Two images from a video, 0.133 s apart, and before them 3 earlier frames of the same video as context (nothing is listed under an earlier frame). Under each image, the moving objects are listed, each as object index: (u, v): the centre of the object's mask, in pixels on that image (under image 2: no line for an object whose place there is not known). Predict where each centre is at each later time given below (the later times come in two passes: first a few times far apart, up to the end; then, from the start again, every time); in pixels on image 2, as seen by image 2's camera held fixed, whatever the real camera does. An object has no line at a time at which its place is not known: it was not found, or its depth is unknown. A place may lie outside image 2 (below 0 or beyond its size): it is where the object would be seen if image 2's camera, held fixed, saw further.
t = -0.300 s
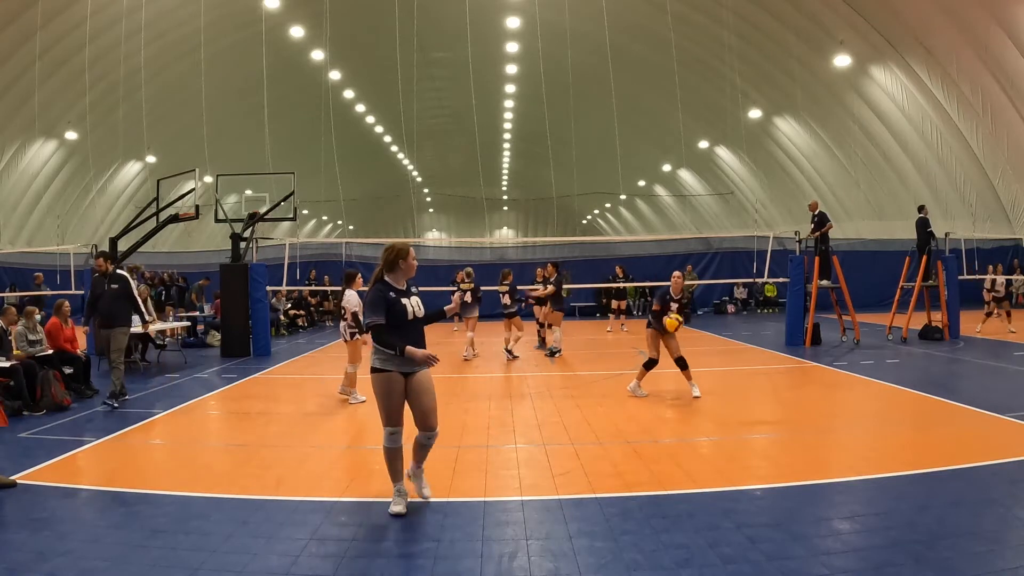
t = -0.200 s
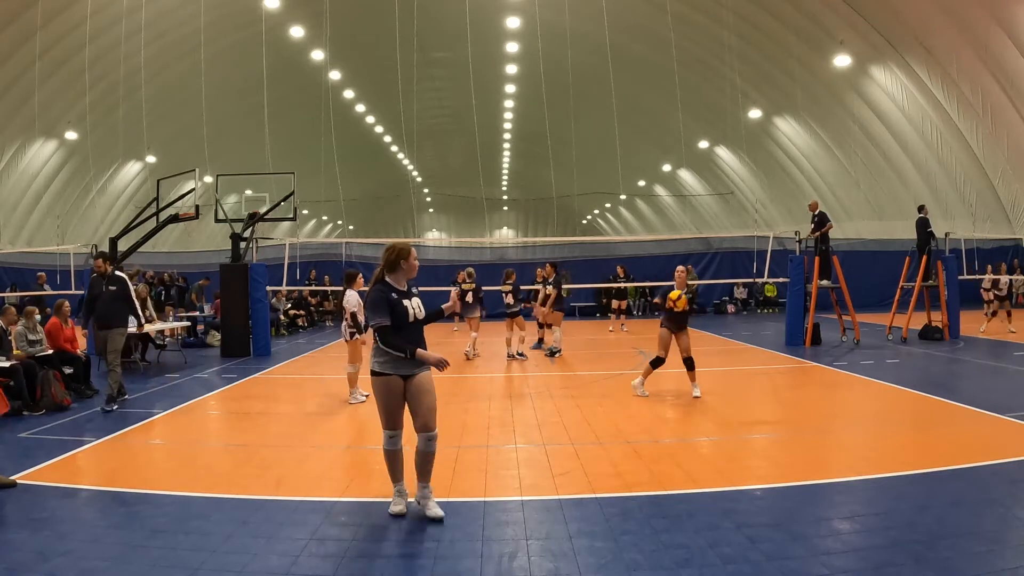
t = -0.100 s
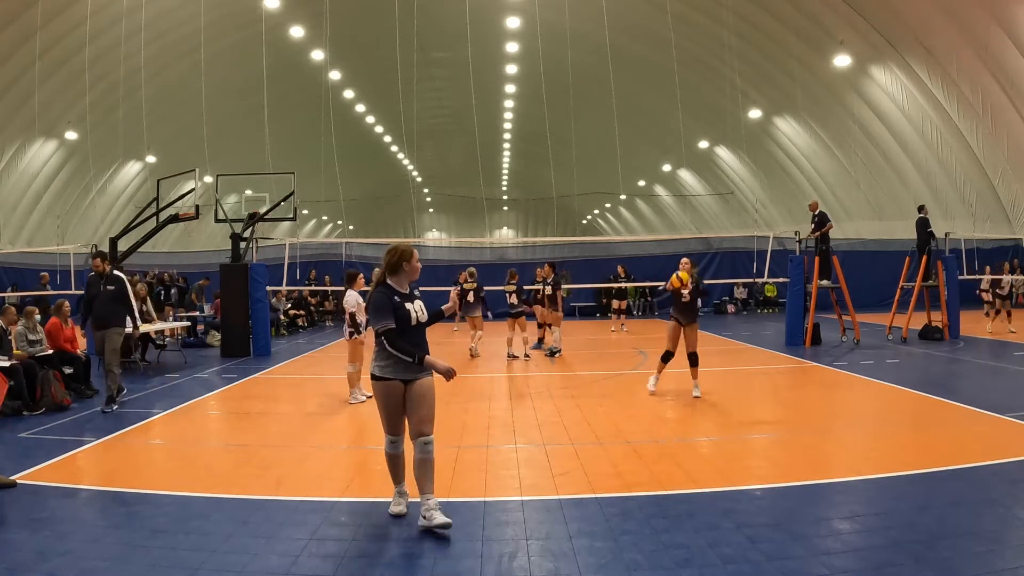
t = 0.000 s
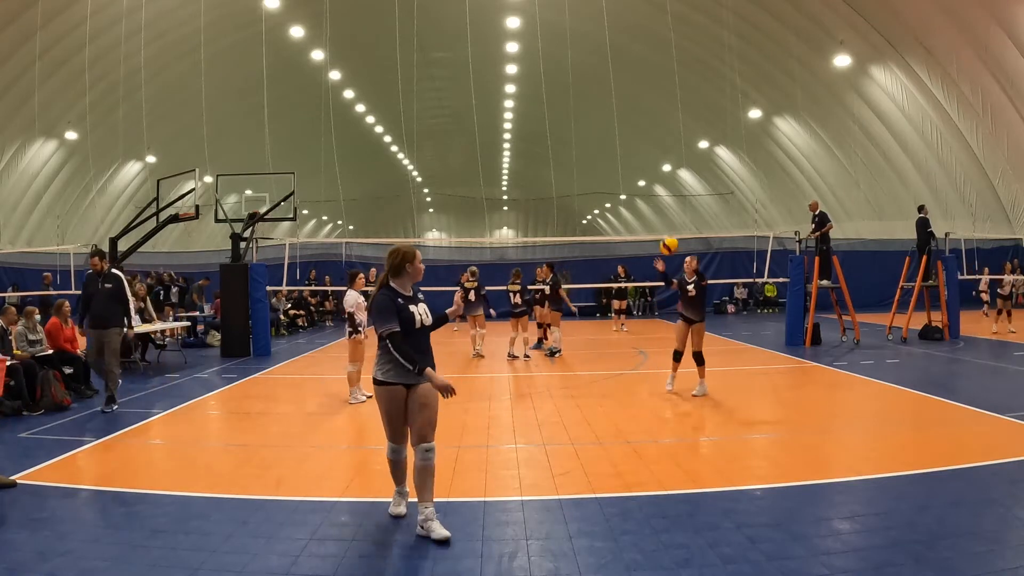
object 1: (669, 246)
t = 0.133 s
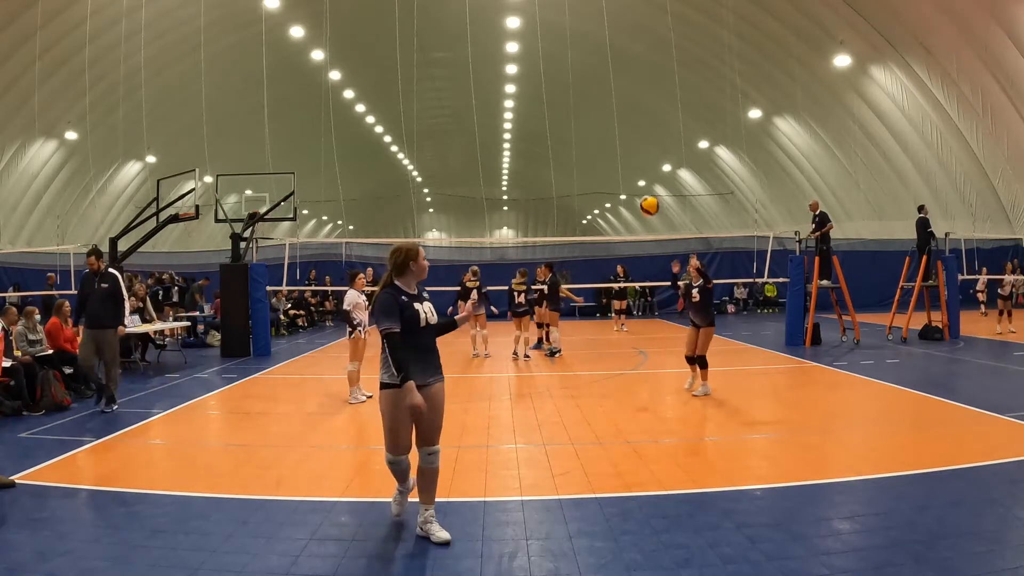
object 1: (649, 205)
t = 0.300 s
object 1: (621, 173)
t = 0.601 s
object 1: (558, 190)
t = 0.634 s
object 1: (549, 201)
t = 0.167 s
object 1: (644, 197)
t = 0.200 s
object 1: (638, 190)
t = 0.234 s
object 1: (633, 183)
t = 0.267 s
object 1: (627, 178)
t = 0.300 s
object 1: (621, 173)
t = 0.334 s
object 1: (615, 170)
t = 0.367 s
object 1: (609, 168)
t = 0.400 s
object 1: (603, 167)
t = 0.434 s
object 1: (596, 167)
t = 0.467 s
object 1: (589, 169)
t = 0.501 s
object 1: (582, 172)
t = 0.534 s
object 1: (574, 176)
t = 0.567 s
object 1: (566, 182)
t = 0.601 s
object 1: (558, 190)
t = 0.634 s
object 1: (549, 201)
